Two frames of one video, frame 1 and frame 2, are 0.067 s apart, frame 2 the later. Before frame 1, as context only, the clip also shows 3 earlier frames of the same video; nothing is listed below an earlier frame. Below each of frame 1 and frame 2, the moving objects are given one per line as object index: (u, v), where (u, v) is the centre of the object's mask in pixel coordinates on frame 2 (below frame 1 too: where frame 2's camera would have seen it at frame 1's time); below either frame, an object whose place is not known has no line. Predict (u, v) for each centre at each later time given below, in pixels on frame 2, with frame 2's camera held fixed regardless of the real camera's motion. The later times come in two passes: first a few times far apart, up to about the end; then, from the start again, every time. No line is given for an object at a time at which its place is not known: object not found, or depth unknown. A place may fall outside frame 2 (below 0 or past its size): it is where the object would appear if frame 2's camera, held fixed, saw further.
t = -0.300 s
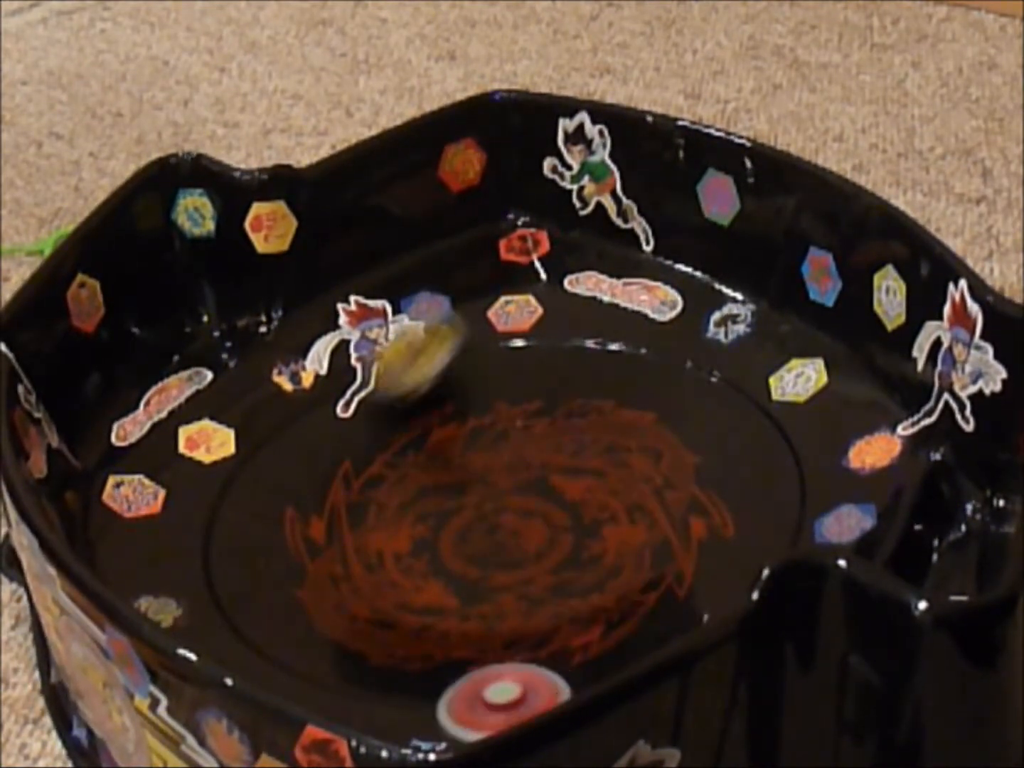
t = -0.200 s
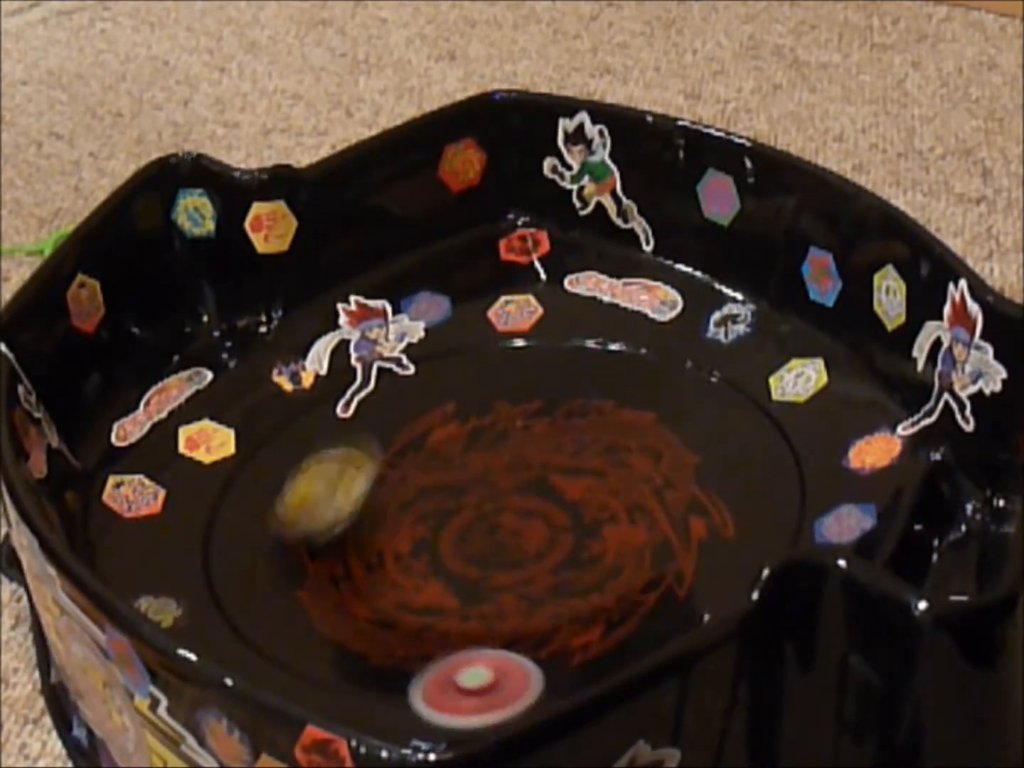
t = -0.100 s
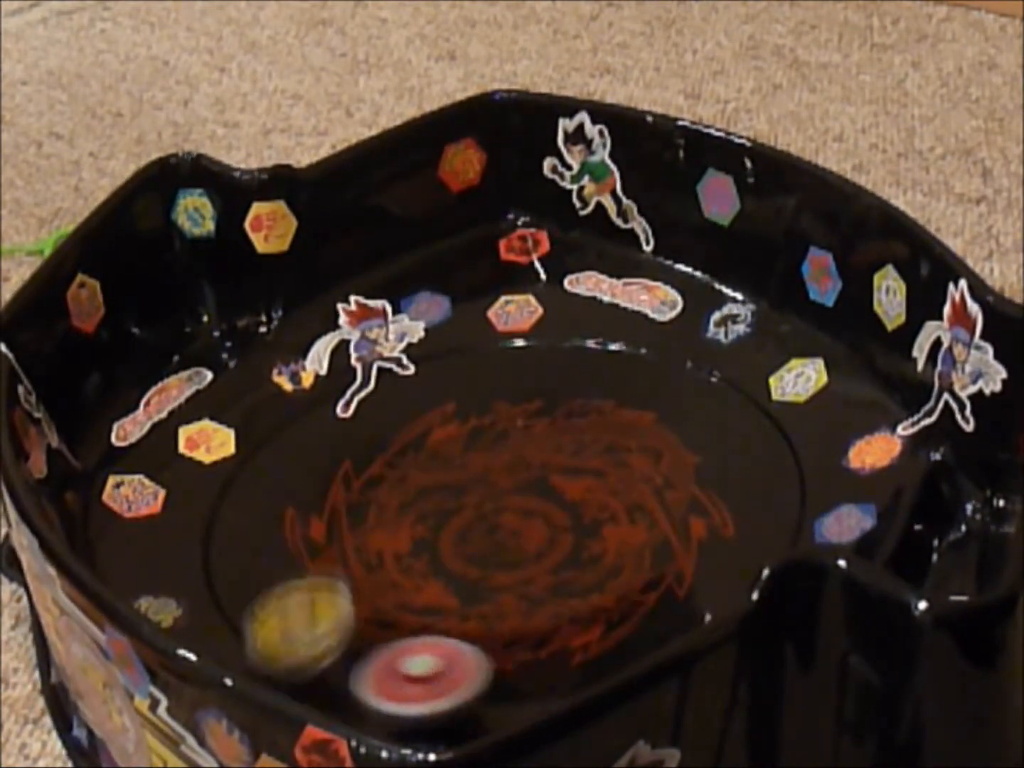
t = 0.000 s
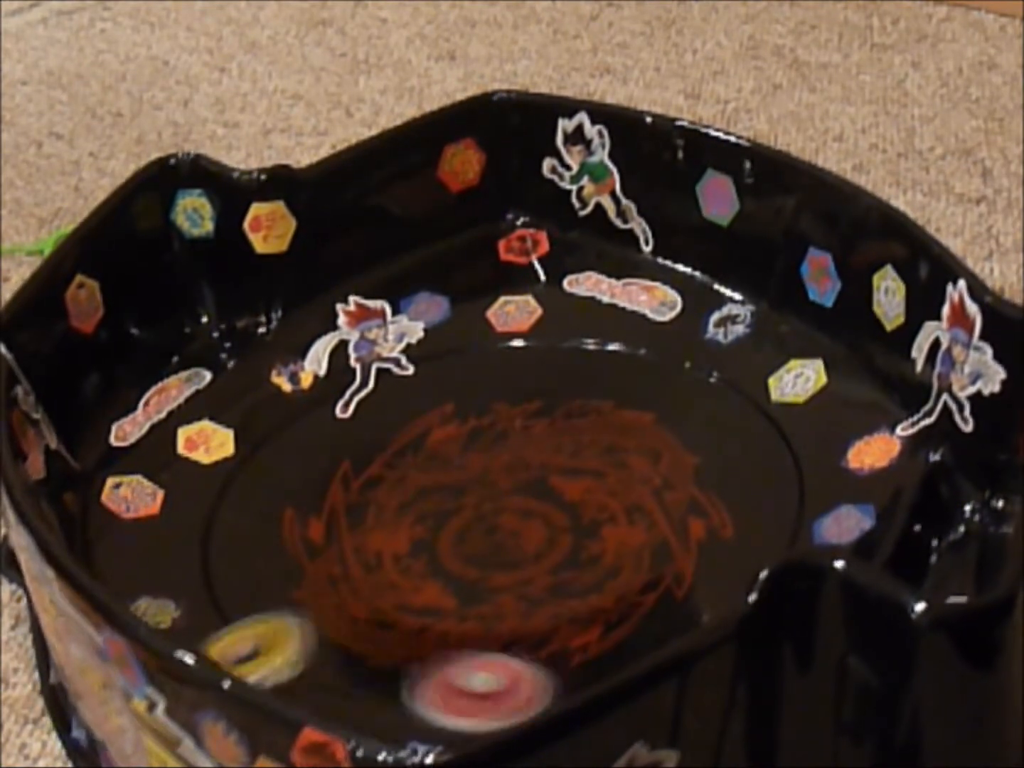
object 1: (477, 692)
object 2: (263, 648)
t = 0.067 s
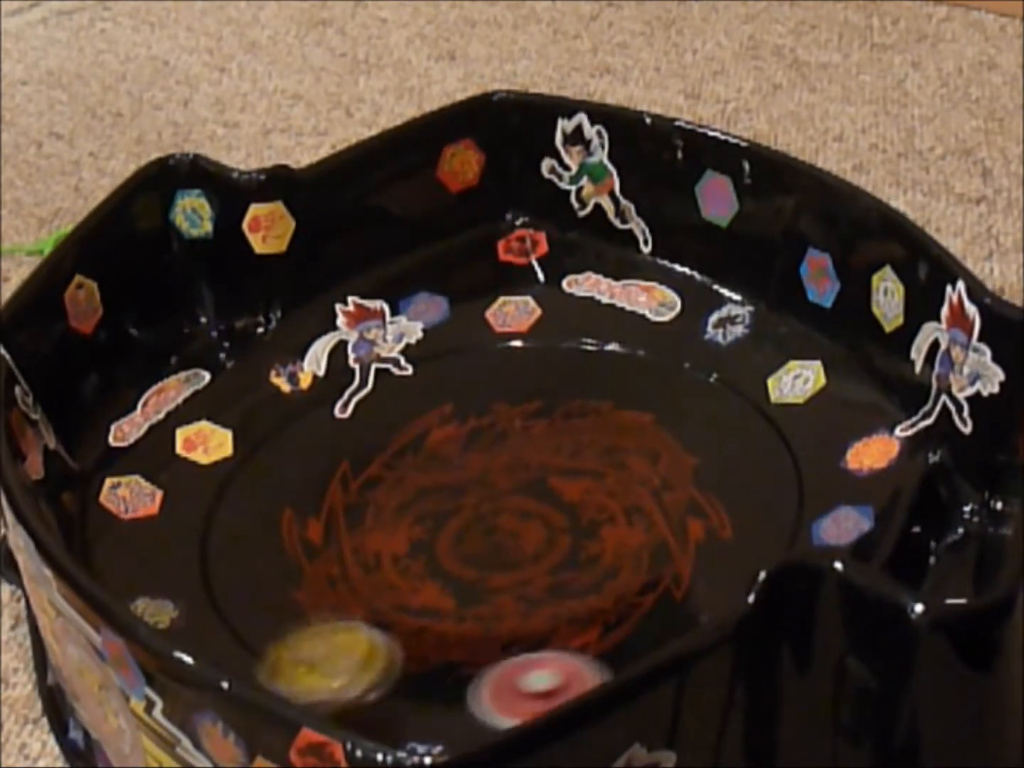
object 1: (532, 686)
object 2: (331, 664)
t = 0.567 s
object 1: (664, 429)
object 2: (393, 317)
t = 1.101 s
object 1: (350, 548)
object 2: (226, 499)
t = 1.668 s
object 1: (566, 387)
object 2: (601, 486)
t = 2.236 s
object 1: (388, 590)
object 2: (556, 466)
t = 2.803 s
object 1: (578, 352)
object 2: (543, 508)
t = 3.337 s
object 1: (438, 605)
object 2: (470, 513)
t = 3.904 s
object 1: (565, 393)
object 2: (463, 468)
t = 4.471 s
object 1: (259, 528)
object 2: (572, 574)
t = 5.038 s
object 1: (694, 585)
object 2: (585, 377)
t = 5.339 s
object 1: (687, 473)
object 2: (486, 426)
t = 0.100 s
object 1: (553, 678)
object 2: (368, 650)
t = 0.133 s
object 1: (571, 666)
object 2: (405, 632)
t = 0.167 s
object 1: (584, 652)
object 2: (444, 633)
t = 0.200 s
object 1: (591, 639)
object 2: (480, 616)
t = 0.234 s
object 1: (608, 625)
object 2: (495, 595)
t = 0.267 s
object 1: (651, 612)
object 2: (489, 556)
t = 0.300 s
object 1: (683, 595)
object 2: (477, 520)
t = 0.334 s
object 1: (707, 575)
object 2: (467, 478)
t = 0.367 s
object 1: (725, 552)
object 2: (456, 450)
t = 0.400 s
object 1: (735, 528)
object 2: (442, 415)
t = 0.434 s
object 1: (732, 506)
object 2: (435, 380)
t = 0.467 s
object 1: (723, 484)
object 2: (426, 356)
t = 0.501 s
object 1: (709, 464)
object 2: (410, 335)
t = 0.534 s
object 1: (689, 446)
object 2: (401, 317)
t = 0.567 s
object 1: (664, 429)
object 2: (393, 317)
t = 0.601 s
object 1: (635, 416)
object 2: (383, 315)
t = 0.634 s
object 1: (603, 407)
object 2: (373, 320)
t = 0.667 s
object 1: (568, 399)
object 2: (362, 326)
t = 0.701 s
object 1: (531, 394)
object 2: (349, 334)
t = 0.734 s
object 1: (494, 391)
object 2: (334, 344)
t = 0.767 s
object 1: (457, 391)
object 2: (323, 354)
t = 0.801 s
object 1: (422, 395)
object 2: (308, 374)
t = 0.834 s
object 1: (396, 403)
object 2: (286, 388)
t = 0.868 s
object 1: (386, 417)
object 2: (260, 401)
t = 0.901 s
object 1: (376, 435)
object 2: (239, 414)
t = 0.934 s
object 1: (367, 453)
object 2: (220, 431)
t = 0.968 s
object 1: (360, 473)
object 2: (210, 447)
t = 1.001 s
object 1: (353, 492)
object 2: (205, 460)
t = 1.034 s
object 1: (348, 511)
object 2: (206, 473)
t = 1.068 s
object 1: (346, 530)
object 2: (213, 486)
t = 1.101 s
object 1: (350, 548)
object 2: (226, 499)
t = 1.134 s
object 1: (363, 565)
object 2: (244, 509)
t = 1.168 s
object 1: (386, 579)
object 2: (267, 519)
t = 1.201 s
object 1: (415, 588)
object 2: (292, 527)
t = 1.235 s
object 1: (449, 591)
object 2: (320, 534)
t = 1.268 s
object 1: (485, 587)
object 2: (351, 540)
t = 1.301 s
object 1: (521, 579)
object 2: (388, 542)
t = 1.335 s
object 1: (551, 567)
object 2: (417, 539)
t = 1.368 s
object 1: (579, 552)
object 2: (445, 536)
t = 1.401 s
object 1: (601, 535)
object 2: (470, 533)
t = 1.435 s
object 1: (617, 516)
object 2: (491, 529)
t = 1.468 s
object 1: (628, 496)
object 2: (510, 524)
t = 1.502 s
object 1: (634, 475)
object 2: (527, 519)
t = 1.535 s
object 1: (633, 453)
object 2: (543, 513)
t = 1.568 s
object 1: (625, 435)
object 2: (558, 507)
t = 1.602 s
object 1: (611, 415)
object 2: (572, 500)
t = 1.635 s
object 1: (591, 400)
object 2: (587, 493)
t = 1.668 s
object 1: (566, 387)
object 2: (601, 486)
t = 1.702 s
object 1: (538, 378)
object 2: (615, 479)
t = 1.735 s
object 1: (507, 373)
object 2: (627, 472)
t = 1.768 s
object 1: (475, 370)
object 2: (637, 465)
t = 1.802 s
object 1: (446, 371)
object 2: (645, 457)
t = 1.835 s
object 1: (416, 375)
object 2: (651, 448)
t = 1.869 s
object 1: (378, 383)
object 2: (653, 440)
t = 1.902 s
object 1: (347, 396)
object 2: (651, 435)
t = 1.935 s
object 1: (320, 412)
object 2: (646, 433)
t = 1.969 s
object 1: (300, 429)
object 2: (639, 434)
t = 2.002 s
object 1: (286, 448)
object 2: (628, 437)
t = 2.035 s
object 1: (279, 471)
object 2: (616, 441)
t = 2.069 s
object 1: (278, 494)
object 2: (604, 446)
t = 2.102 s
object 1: (286, 518)
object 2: (591, 452)
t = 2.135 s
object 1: (302, 540)
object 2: (579, 456)
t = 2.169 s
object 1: (323, 560)
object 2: (569, 460)
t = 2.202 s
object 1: (353, 578)
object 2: (562, 463)
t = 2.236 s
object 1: (388, 590)
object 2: (556, 466)
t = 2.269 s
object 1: (427, 597)
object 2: (554, 468)
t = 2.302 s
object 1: (470, 596)
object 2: (553, 471)
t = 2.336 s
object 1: (512, 593)
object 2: (554, 473)
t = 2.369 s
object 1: (550, 584)
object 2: (555, 475)
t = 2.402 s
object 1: (590, 570)
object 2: (556, 478)
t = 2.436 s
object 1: (623, 554)
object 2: (557, 480)
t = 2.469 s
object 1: (650, 532)
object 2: (558, 483)
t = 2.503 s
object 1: (672, 509)
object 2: (558, 485)
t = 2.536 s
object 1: (686, 485)
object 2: (558, 487)
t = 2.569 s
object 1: (693, 460)
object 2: (557, 490)
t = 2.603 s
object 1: (693, 437)
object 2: (557, 493)
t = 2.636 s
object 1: (687, 416)
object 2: (555, 496)
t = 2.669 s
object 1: (675, 397)
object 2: (554, 498)
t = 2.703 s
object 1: (658, 381)
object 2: (552, 500)
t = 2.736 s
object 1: (635, 367)
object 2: (549, 503)
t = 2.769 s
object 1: (607, 358)
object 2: (546, 505)
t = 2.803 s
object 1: (578, 352)
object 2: (543, 508)
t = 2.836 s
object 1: (546, 352)
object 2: (539, 510)
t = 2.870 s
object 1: (512, 356)
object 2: (535, 512)
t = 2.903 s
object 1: (479, 363)
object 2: (530, 514)
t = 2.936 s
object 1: (449, 373)
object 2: (526, 515)
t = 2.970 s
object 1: (420, 388)
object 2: (521, 517)
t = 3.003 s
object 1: (394, 407)
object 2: (516, 518)
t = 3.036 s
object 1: (370, 426)
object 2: (512, 519)
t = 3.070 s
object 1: (351, 449)
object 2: (506, 519)
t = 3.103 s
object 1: (339, 471)
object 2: (501, 519)
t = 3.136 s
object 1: (333, 495)
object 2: (496, 519)
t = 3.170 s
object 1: (333, 520)
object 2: (491, 519)
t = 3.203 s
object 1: (342, 543)
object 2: (486, 518)
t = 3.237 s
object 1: (356, 564)
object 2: (482, 517)
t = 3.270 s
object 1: (376, 582)
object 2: (477, 516)
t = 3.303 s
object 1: (404, 596)
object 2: (473, 515)
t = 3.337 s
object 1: (438, 605)
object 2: (470, 513)
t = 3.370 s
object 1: (475, 609)
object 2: (466, 511)
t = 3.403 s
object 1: (513, 610)
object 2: (463, 509)
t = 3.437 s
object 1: (554, 604)
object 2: (460, 507)
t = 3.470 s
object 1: (593, 593)
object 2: (458, 505)
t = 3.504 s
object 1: (628, 580)
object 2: (455, 502)
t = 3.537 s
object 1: (658, 563)
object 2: (454, 499)
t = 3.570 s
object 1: (685, 542)
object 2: (453, 496)
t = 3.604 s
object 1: (704, 519)
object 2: (452, 493)
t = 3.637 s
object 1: (715, 497)
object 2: (452, 490)
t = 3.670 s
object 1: (718, 475)
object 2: (452, 488)
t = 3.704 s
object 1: (714, 454)
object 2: (452, 485)
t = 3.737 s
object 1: (702, 436)
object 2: (454, 482)
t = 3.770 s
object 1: (683, 421)
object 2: (455, 479)
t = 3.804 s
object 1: (659, 408)
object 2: (457, 476)
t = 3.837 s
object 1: (631, 399)
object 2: (458, 473)
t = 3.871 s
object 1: (599, 396)
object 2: (461, 470)
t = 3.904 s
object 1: (565, 393)
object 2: (463, 468)
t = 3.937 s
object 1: (530, 396)
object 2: (466, 465)
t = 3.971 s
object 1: (499, 392)
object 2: (464, 469)
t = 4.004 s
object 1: (478, 375)
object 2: (450, 492)
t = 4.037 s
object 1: (460, 361)
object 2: (436, 514)
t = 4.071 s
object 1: (443, 356)
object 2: (423, 536)
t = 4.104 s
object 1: (421, 354)
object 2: (410, 557)
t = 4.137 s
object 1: (399, 356)
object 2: (401, 575)
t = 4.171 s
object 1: (374, 366)
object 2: (395, 589)
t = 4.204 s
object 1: (346, 378)
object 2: (397, 599)
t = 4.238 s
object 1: (322, 392)
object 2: (406, 606)
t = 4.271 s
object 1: (300, 407)
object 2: (421, 610)
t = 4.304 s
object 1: (283, 424)
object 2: (443, 611)
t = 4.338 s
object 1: (270, 442)
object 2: (470, 609)
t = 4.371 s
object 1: (258, 463)
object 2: (502, 604)
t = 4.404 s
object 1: (252, 485)
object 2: (529, 595)
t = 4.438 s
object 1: (252, 507)
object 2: (554, 584)
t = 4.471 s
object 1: (259, 528)
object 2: (572, 574)
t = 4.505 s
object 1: (272, 549)
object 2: (586, 561)
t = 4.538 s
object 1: (291, 568)
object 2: (595, 550)
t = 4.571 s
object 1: (316, 585)
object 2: (601, 539)
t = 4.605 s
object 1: (346, 598)
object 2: (605, 529)
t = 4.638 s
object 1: (381, 608)
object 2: (606, 522)
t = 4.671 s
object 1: (420, 613)
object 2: (607, 516)
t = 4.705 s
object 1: (462, 613)
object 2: (606, 511)
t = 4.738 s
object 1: (502, 609)
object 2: (606, 508)
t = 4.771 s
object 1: (541, 600)
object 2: (606, 507)
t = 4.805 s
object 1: (577, 587)
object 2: (605, 505)
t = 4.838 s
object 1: (610, 572)
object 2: (605, 502)
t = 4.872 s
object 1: (636, 570)
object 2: (607, 481)
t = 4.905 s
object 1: (656, 580)
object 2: (610, 452)
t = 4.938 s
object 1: (672, 586)
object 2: (610, 431)
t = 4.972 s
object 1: (682, 589)
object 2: (604, 412)
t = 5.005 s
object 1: (688, 588)
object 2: (597, 392)
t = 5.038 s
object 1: (694, 585)
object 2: (585, 377)
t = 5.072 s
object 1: (699, 579)
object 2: (569, 369)
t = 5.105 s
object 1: (704, 571)
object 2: (555, 368)
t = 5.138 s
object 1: (709, 561)
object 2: (543, 369)
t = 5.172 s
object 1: (713, 549)
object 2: (533, 373)
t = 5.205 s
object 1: (714, 536)
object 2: (522, 381)
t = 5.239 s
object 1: (713, 521)
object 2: (511, 391)
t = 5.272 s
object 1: (710, 504)
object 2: (504, 402)
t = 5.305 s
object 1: (702, 488)
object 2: (495, 414)
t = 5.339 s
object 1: (687, 473)
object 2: (486, 426)
